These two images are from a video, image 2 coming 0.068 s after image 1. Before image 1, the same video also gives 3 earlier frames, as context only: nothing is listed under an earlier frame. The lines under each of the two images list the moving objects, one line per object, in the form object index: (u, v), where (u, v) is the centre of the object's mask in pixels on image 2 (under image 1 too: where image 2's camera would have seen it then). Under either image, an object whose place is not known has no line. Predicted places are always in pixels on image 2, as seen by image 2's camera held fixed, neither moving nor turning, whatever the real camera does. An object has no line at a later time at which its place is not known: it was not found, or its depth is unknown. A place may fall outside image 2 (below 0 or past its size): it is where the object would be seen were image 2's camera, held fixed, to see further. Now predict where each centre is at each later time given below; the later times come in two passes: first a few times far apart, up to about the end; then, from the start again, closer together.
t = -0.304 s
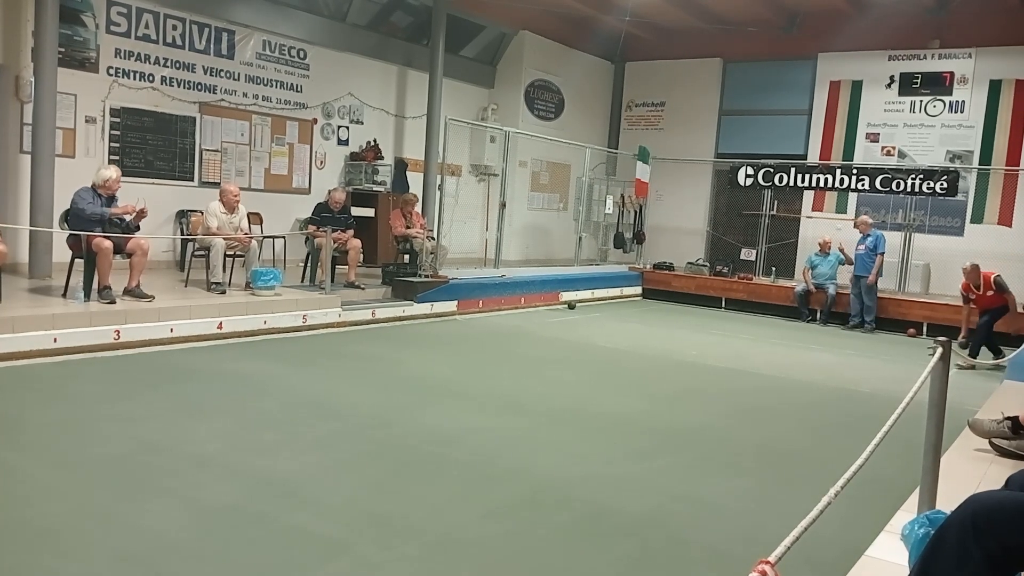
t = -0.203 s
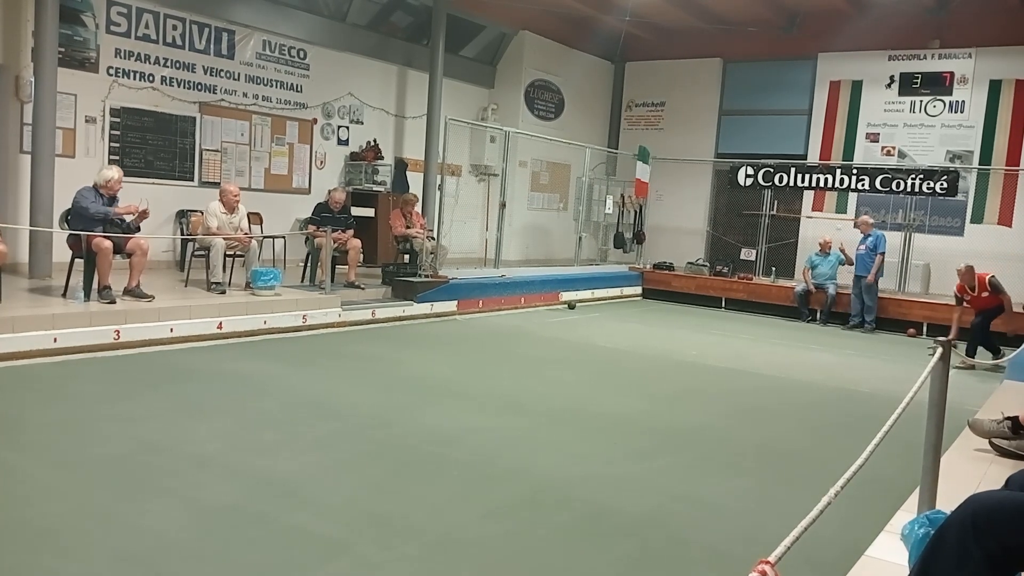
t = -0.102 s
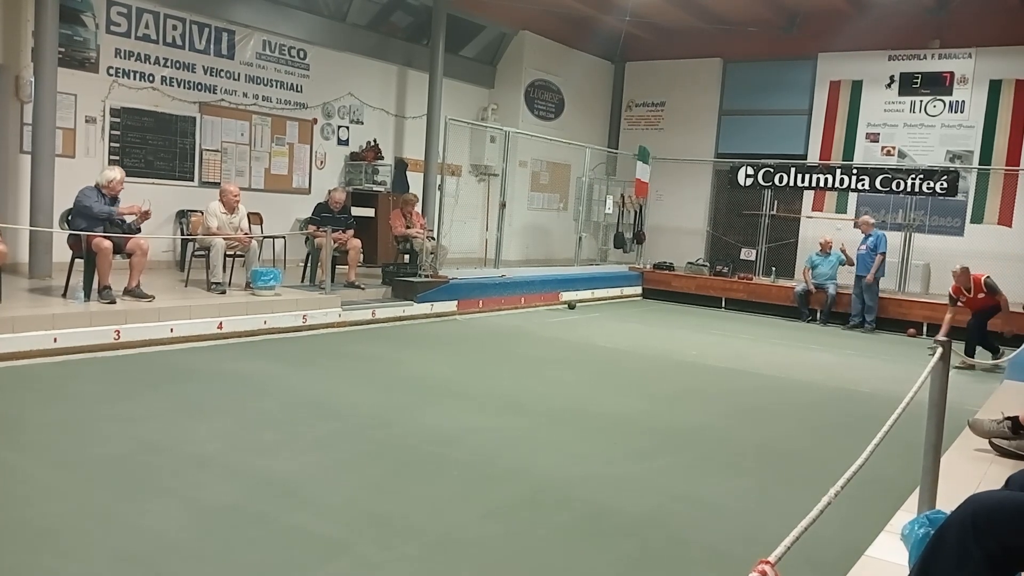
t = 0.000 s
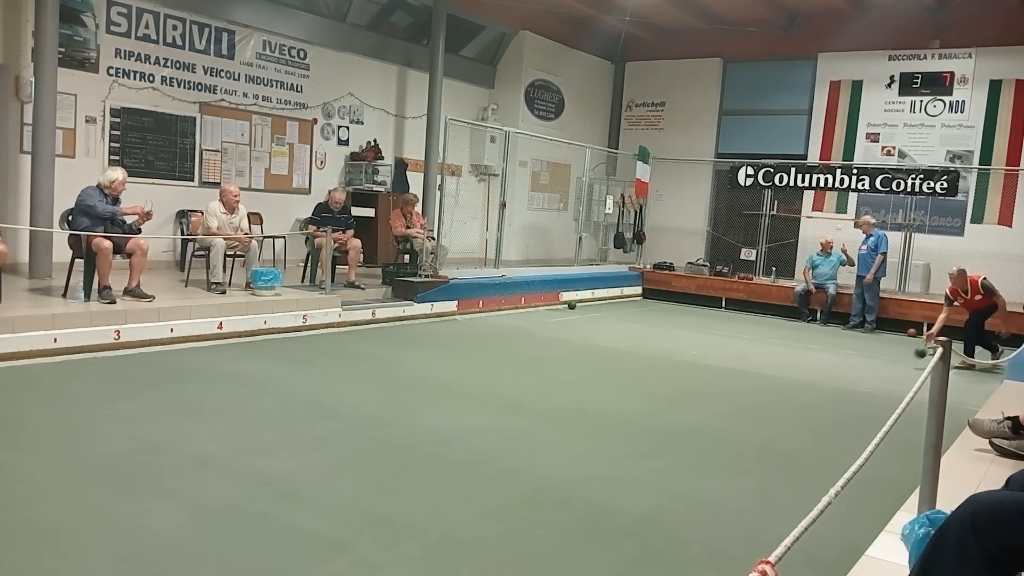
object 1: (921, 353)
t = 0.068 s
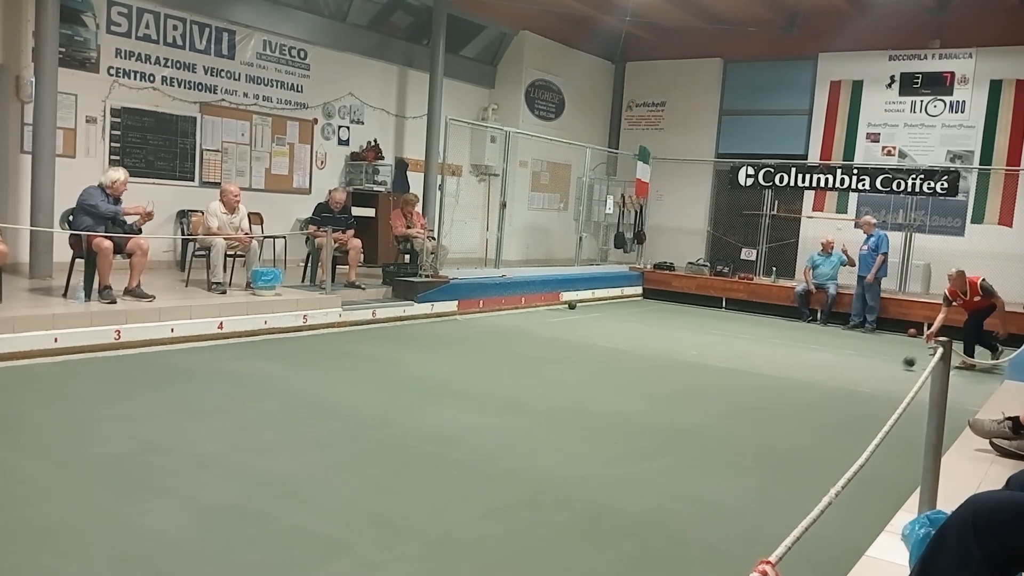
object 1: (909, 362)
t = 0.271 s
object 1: (884, 366)
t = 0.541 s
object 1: (850, 370)
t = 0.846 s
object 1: (809, 373)
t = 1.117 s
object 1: (770, 376)
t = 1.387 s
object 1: (729, 380)
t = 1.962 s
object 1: (632, 388)
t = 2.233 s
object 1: (580, 391)
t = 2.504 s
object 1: (526, 396)
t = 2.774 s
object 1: (467, 400)
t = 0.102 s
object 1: (904, 364)
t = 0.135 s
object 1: (900, 364)
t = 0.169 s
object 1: (897, 364)
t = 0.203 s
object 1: (893, 365)
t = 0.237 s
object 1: (889, 366)
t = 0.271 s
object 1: (884, 366)
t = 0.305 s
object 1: (880, 367)
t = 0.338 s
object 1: (876, 367)
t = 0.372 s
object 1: (872, 368)
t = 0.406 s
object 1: (868, 368)
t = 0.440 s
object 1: (863, 368)
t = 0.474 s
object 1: (859, 369)
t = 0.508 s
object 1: (855, 369)
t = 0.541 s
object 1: (850, 370)
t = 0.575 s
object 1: (846, 370)
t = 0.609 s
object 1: (841, 370)
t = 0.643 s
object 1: (837, 371)
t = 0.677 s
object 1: (833, 371)
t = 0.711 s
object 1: (829, 372)
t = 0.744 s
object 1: (824, 372)
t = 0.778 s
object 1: (819, 373)
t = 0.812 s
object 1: (814, 373)
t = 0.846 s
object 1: (809, 373)
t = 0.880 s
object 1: (804, 373)
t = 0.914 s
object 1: (799, 373)
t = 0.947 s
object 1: (795, 373)
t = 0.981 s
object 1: (790, 374)
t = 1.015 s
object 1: (785, 375)
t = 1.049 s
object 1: (780, 375)
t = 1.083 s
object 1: (775, 376)
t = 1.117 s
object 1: (770, 376)
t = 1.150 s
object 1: (765, 376)
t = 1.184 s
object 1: (760, 377)
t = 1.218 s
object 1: (755, 377)
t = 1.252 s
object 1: (750, 378)
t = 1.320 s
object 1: (739, 379)
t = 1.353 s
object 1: (734, 379)
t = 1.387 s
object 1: (729, 380)
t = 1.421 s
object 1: (724, 380)
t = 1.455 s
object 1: (719, 381)
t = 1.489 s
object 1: (714, 381)
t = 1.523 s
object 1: (708, 382)
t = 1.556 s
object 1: (703, 383)
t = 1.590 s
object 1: (697, 383)
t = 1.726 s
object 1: (674, 385)
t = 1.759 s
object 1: (668, 385)
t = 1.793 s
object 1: (663, 385)
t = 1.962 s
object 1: (632, 388)
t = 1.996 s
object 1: (625, 388)
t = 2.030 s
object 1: (619, 388)
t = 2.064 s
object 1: (613, 389)
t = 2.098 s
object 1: (606, 389)
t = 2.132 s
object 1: (600, 390)
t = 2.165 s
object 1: (593, 390)
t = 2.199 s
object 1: (587, 391)
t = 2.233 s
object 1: (580, 391)
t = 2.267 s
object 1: (574, 392)
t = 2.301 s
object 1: (567, 392)
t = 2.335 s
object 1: (561, 393)
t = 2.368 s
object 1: (554, 394)
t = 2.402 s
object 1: (547, 394)
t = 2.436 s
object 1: (540, 395)
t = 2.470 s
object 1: (532, 395)
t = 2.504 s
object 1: (526, 396)
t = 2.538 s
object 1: (519, 396)
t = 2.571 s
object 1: (511, 397)
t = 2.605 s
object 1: (504, 397)
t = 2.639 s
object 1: (497, 398)
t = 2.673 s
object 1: (490, 398)
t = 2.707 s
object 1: (482, 399)
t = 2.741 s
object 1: (475, 400)
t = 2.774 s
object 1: (467, 400)
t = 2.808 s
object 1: (460, 401)
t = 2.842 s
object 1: (452, 401)
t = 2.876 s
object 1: (444, 402)
